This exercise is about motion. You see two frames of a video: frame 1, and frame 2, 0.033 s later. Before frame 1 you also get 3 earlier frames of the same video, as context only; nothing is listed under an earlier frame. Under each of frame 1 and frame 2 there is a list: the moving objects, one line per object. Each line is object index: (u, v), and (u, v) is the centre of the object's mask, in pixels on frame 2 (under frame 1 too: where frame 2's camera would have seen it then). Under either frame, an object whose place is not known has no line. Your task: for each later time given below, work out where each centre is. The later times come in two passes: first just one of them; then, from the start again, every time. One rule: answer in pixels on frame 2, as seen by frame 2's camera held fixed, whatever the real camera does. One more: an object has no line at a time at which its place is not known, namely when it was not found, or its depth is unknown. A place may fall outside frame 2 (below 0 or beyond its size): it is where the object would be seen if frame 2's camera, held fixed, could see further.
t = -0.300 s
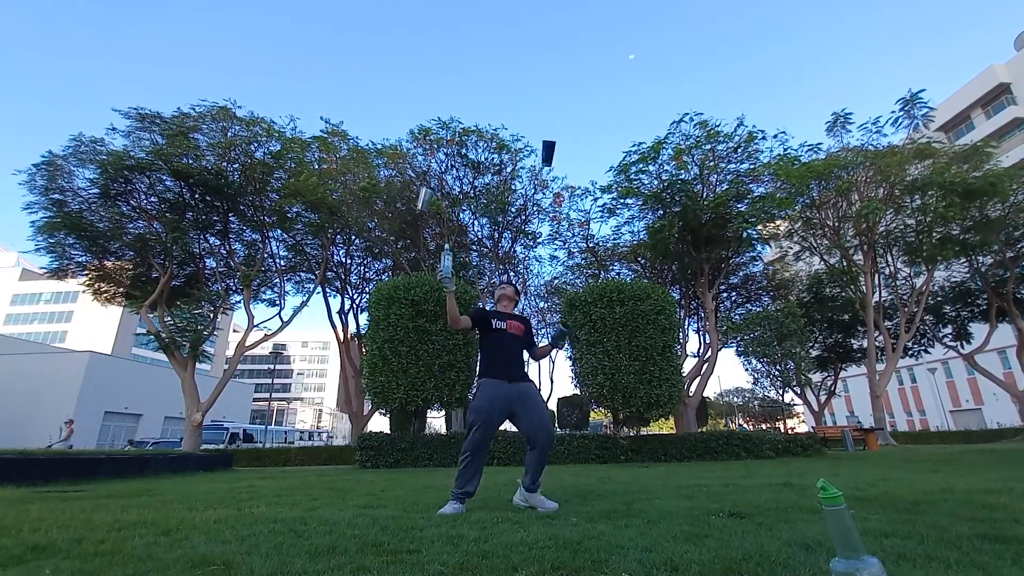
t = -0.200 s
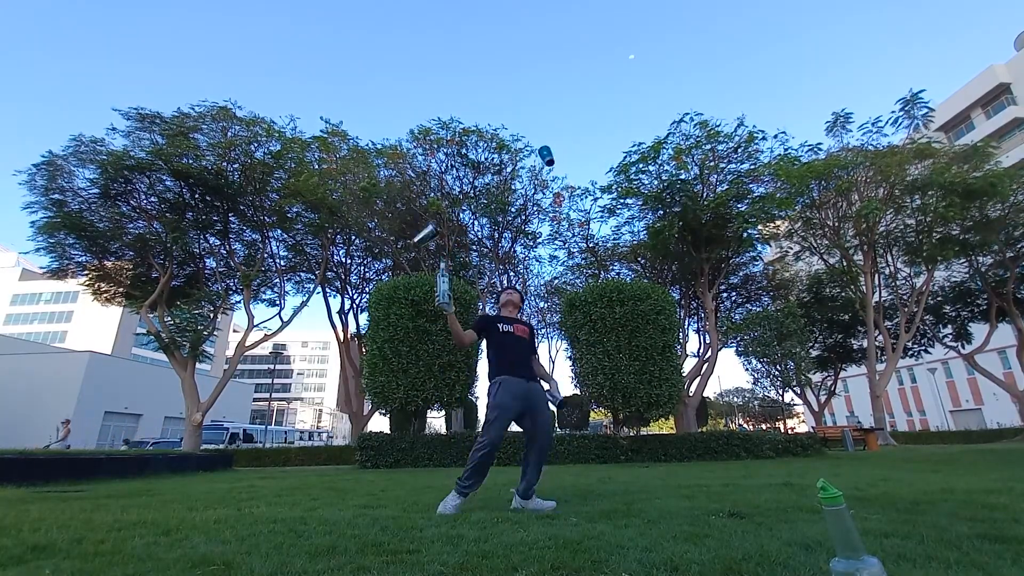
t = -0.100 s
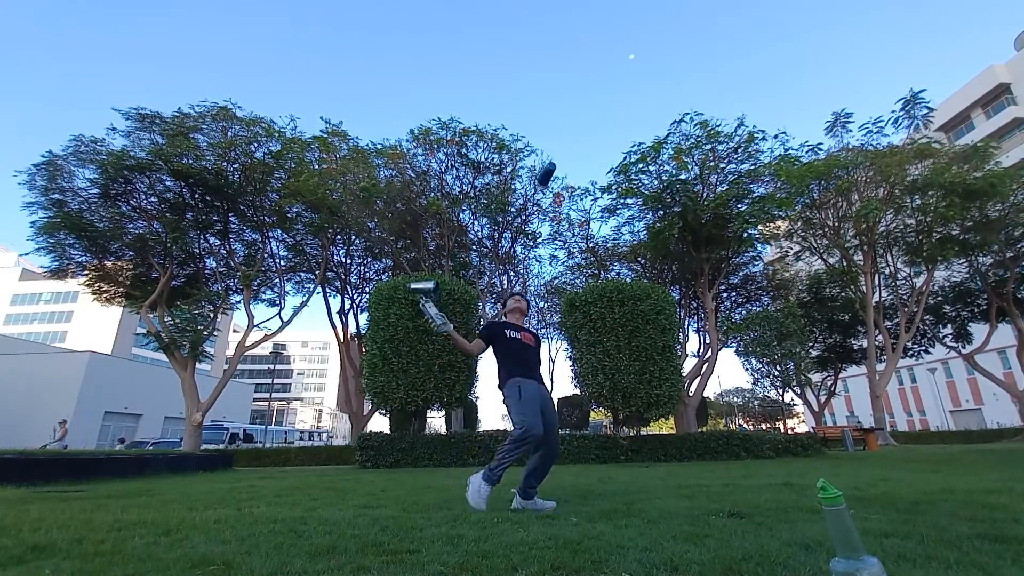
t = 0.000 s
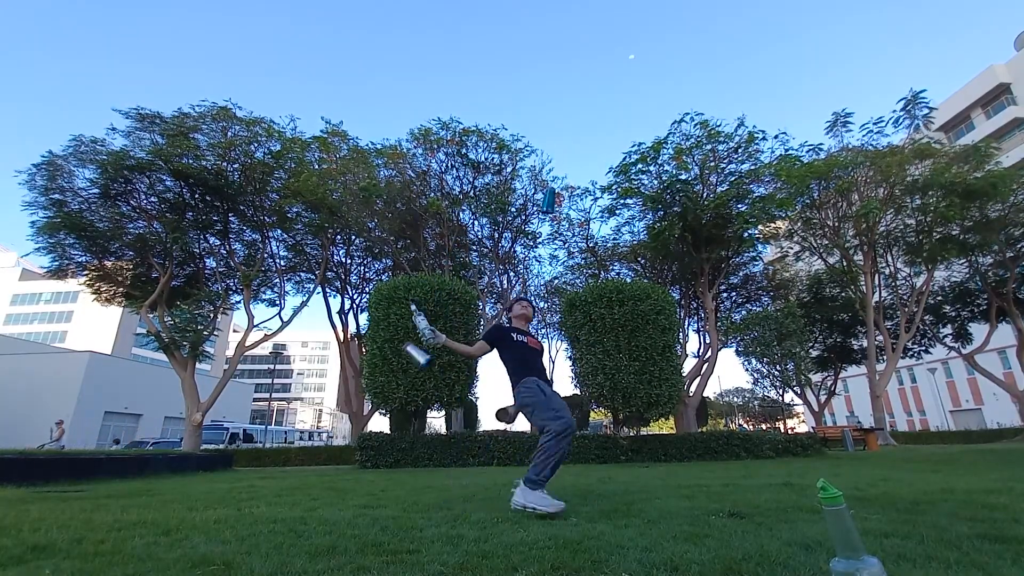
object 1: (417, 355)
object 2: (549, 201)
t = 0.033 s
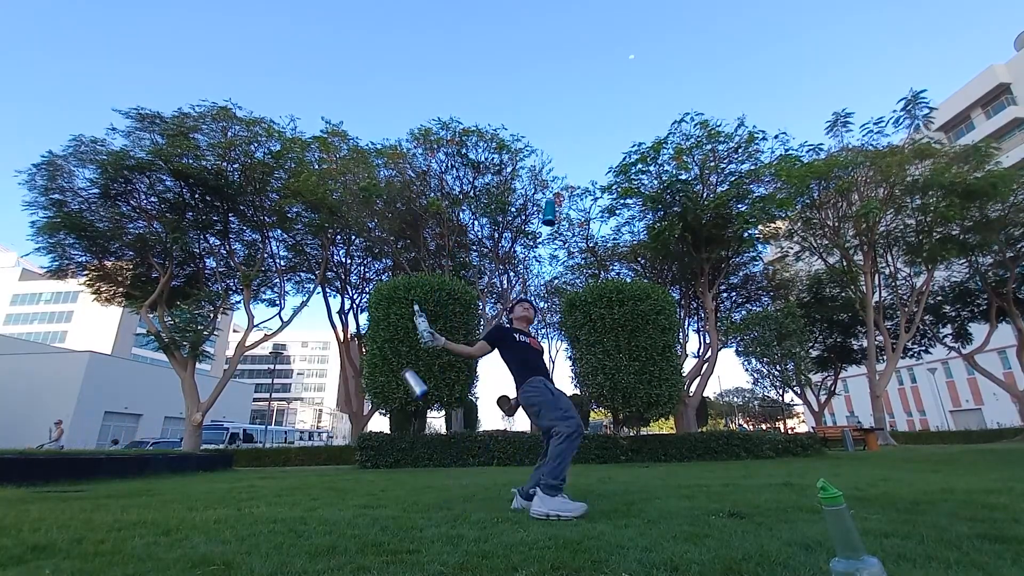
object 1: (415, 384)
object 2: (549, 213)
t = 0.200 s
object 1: (404, 498)
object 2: (553, 290)
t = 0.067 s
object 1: (412, 416)
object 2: (550, 227)
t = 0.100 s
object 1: (408, 452)
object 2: (551, 241)
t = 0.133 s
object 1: (405, 492)
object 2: (553, 255)
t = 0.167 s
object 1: (403, 503)
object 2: (553, 272)
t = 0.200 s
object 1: (404, 498)
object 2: (553, 290)
